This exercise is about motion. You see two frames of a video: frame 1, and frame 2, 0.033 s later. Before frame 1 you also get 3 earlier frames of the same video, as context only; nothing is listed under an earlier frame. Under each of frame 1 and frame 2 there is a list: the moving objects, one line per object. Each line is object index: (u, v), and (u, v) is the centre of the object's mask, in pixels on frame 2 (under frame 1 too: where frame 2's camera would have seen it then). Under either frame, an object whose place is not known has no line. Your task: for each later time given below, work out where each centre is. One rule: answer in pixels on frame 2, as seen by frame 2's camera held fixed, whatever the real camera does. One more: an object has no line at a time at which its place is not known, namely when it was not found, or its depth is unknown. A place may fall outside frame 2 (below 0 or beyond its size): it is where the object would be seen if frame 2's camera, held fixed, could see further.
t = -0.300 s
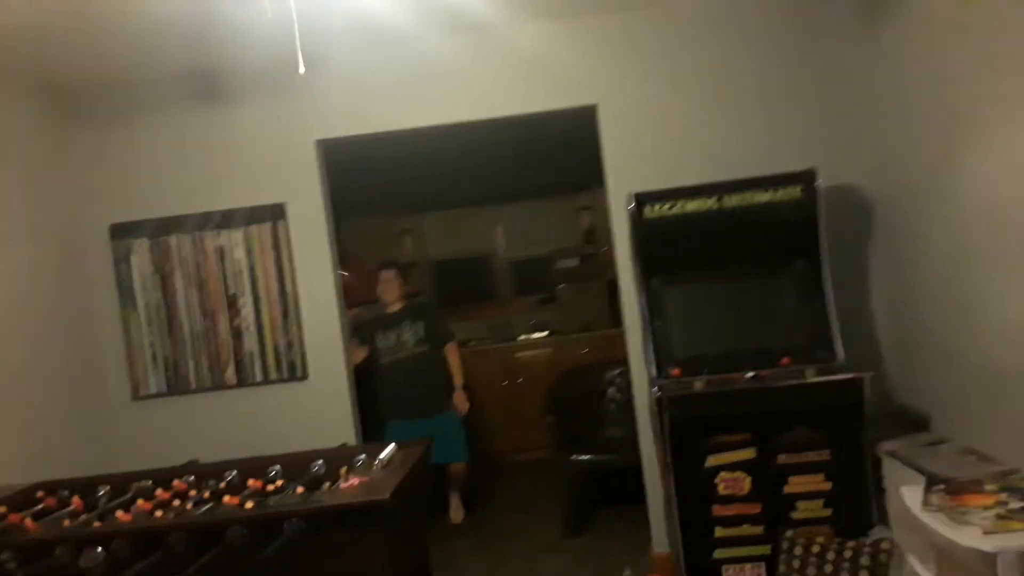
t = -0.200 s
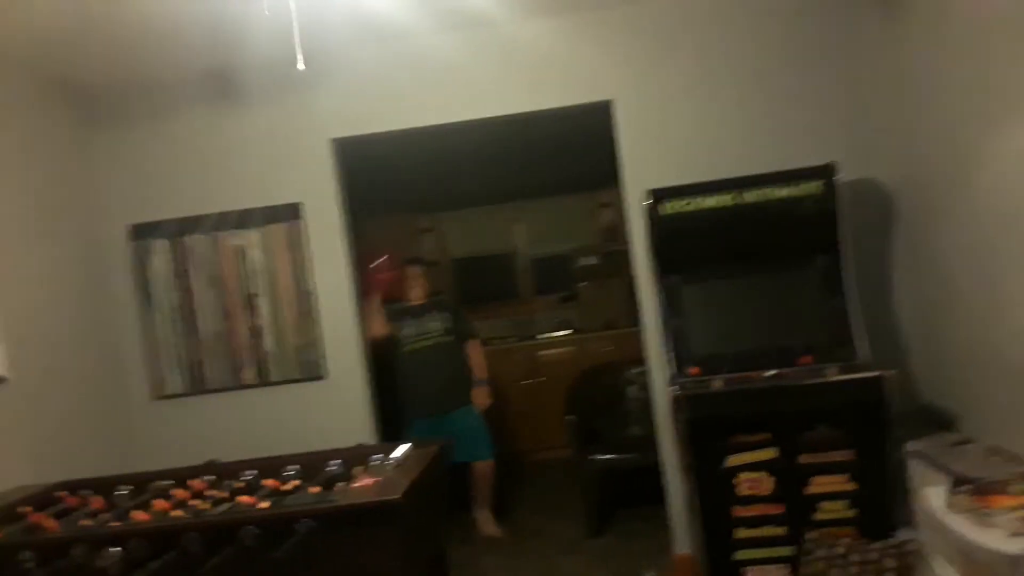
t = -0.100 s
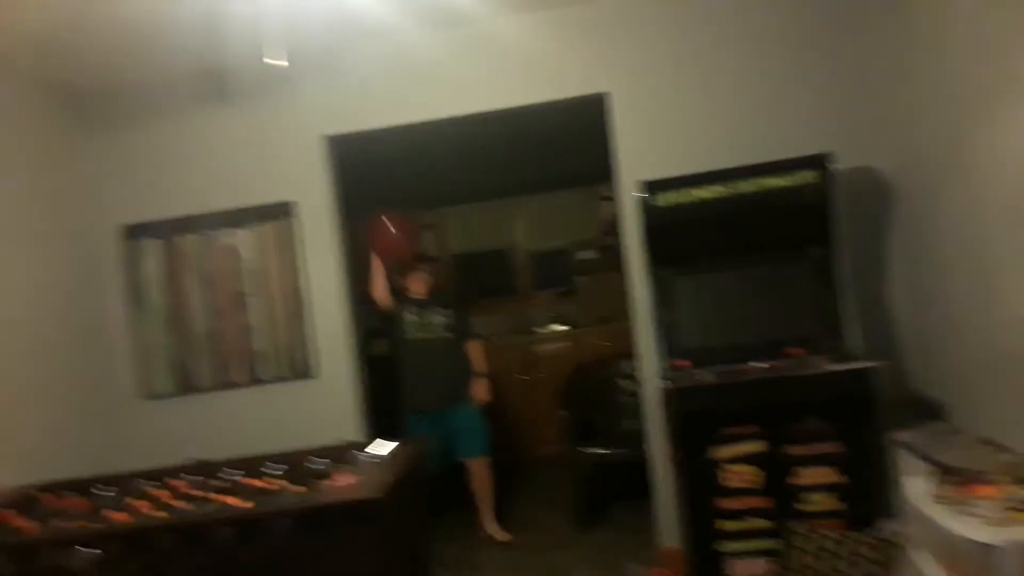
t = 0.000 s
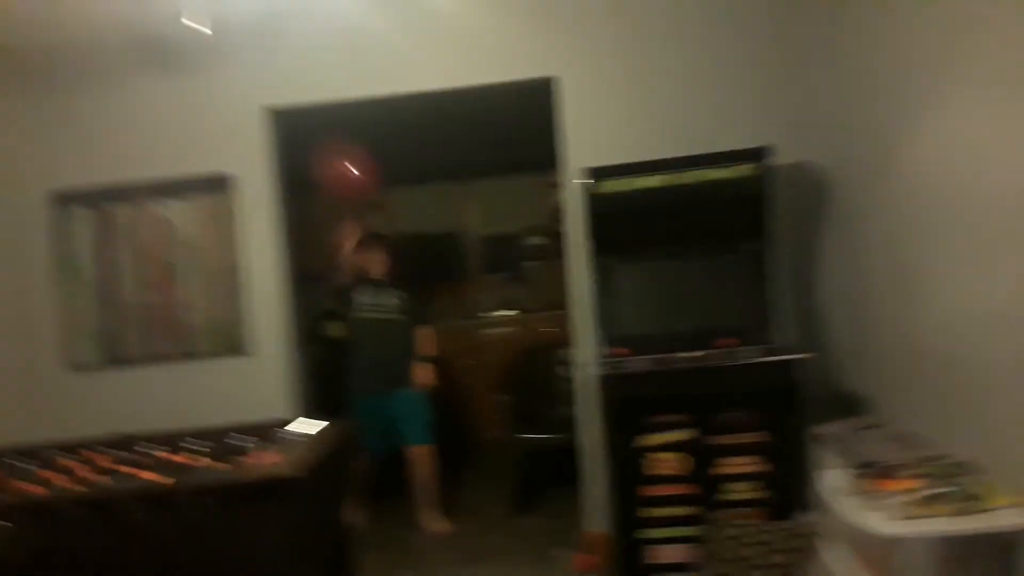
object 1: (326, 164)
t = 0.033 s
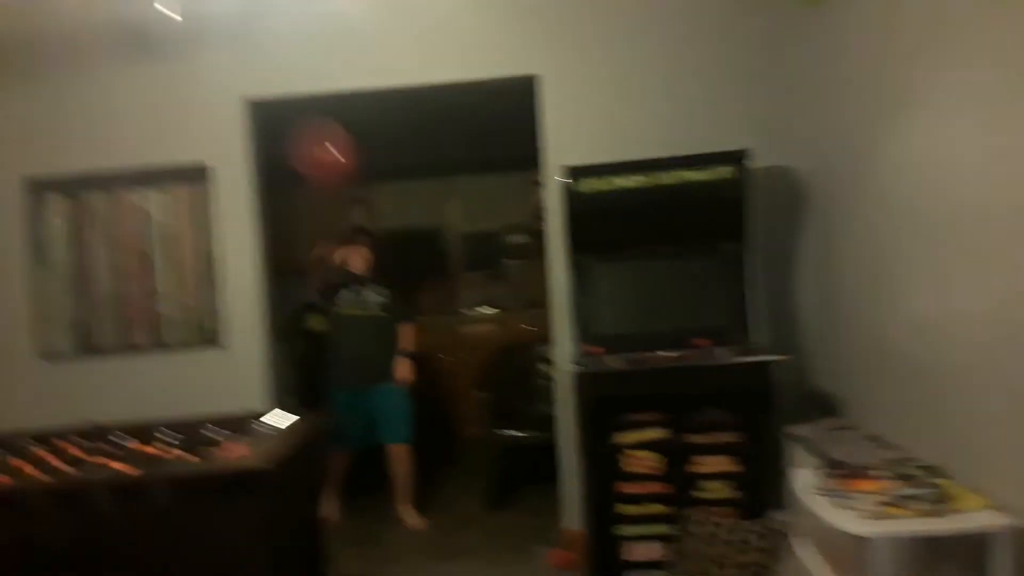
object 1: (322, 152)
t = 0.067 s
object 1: (317, 144)
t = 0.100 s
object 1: (310, 137)
